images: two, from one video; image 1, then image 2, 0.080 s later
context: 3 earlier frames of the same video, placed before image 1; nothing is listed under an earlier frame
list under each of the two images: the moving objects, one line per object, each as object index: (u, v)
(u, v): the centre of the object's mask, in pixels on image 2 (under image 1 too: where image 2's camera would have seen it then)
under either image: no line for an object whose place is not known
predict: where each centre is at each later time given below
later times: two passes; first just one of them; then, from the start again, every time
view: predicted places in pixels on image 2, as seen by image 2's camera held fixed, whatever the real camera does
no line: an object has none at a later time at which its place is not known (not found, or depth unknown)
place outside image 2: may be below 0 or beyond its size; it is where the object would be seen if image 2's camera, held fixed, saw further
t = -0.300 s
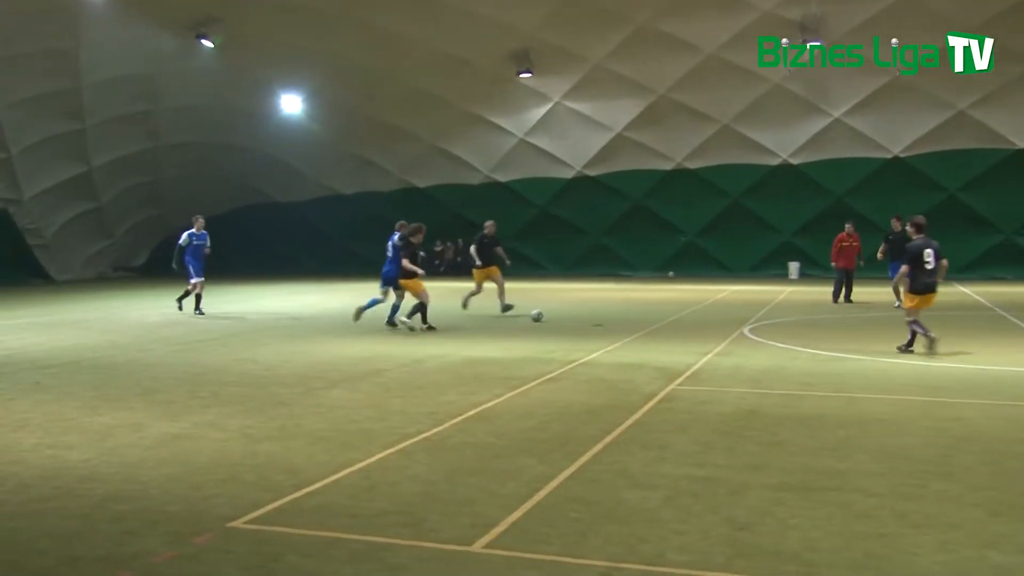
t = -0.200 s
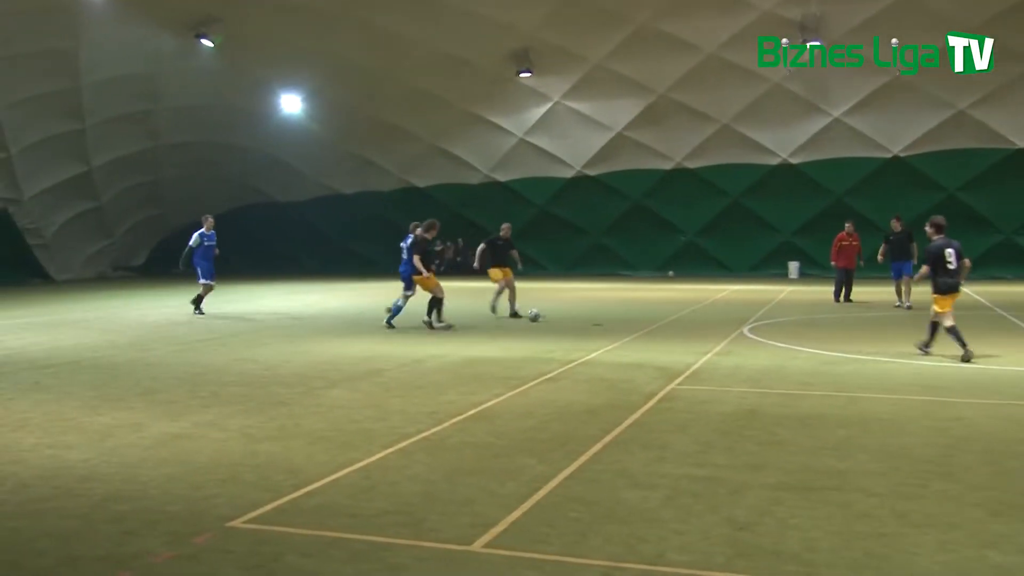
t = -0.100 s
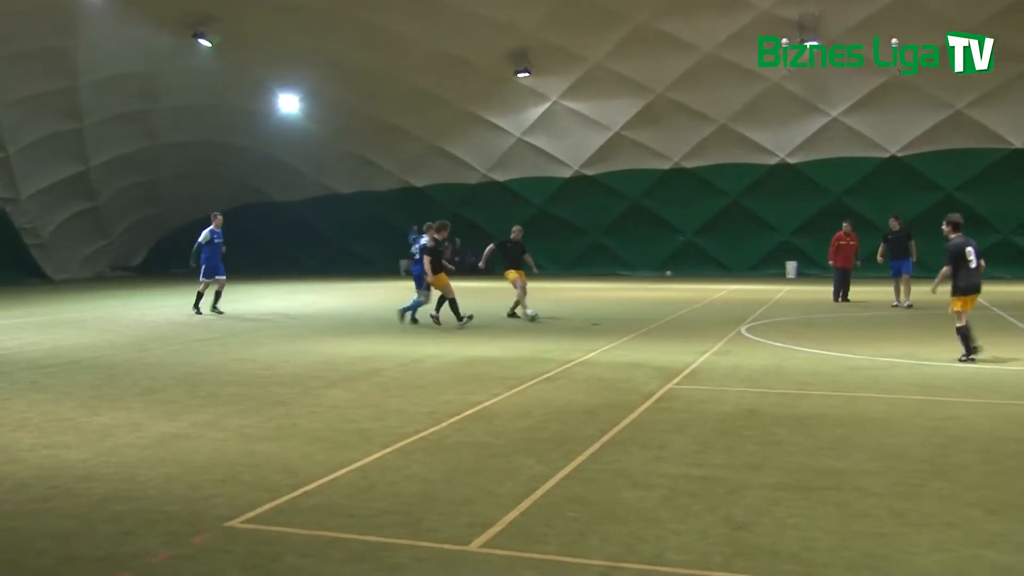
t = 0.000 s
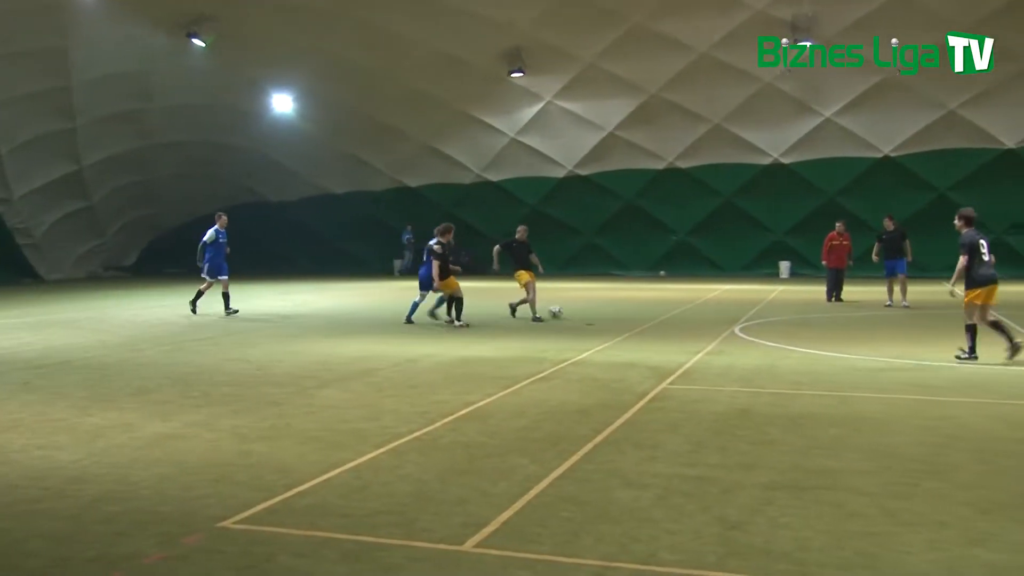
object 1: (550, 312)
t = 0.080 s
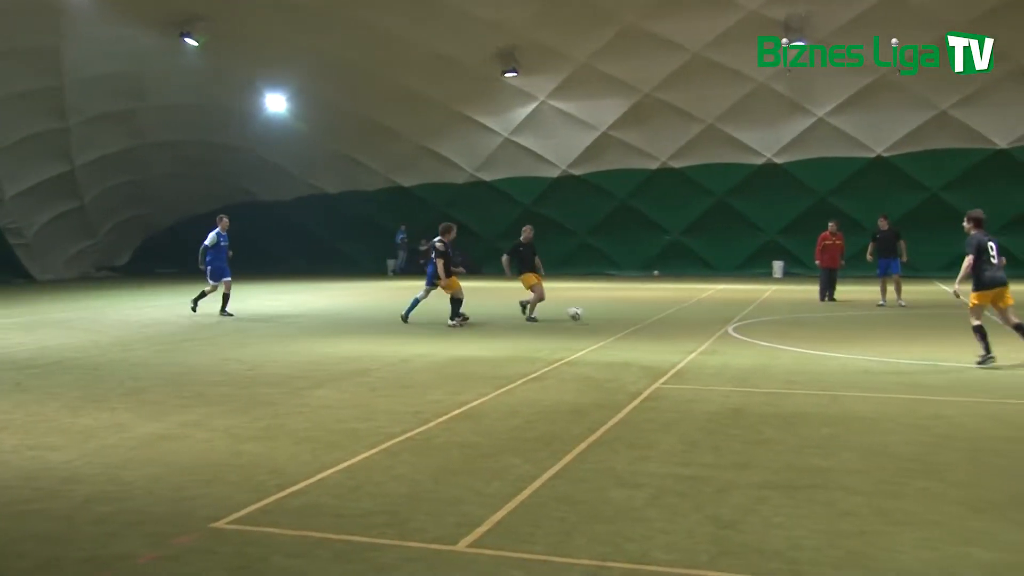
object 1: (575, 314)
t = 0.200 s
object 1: (616, 325)
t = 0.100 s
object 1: (583, 314)
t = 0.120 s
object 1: (588, 316)
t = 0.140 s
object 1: (596, 317)
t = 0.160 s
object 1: (602, 318)
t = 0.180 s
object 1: (608, 322)
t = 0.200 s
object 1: (616, 325)
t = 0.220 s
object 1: (622, 329)
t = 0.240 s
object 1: (630, 332)
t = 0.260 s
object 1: (637, 336)
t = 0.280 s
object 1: (646, 341)
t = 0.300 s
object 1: (652, 344)
